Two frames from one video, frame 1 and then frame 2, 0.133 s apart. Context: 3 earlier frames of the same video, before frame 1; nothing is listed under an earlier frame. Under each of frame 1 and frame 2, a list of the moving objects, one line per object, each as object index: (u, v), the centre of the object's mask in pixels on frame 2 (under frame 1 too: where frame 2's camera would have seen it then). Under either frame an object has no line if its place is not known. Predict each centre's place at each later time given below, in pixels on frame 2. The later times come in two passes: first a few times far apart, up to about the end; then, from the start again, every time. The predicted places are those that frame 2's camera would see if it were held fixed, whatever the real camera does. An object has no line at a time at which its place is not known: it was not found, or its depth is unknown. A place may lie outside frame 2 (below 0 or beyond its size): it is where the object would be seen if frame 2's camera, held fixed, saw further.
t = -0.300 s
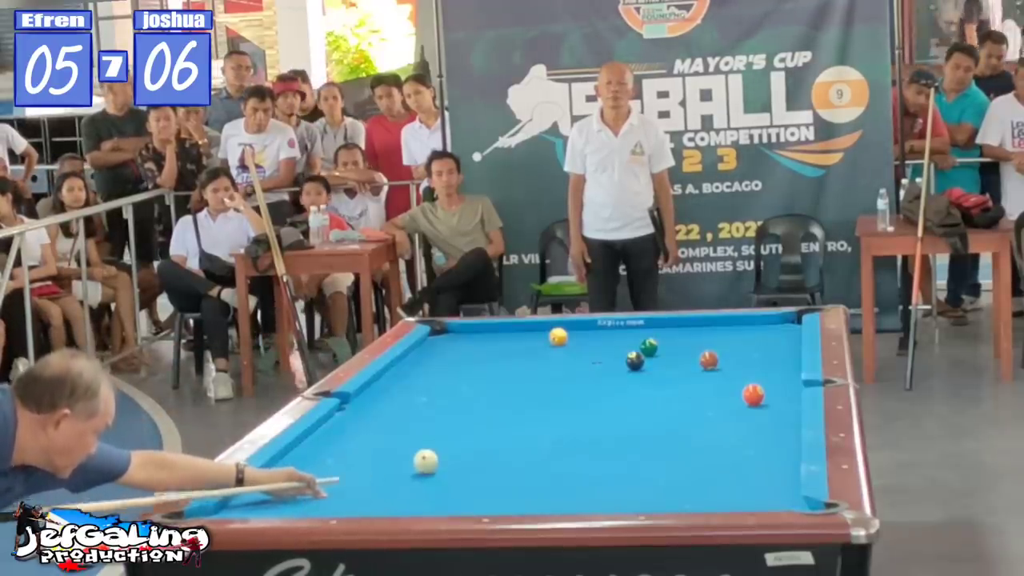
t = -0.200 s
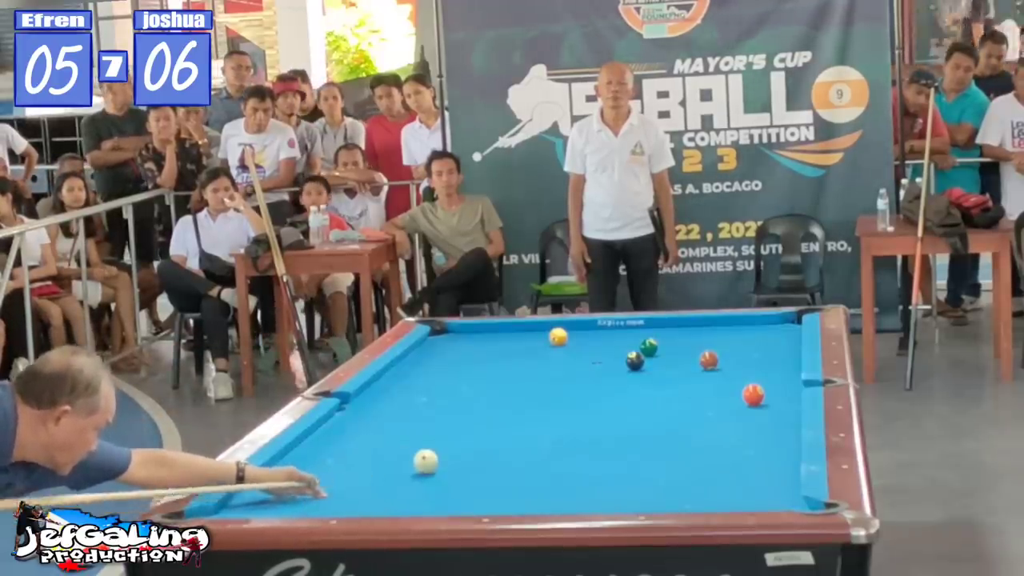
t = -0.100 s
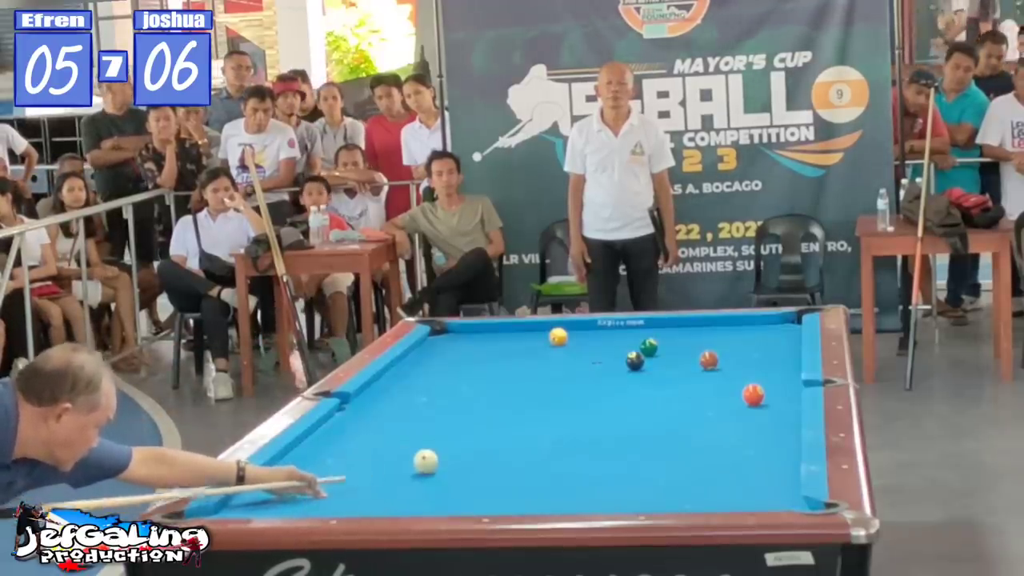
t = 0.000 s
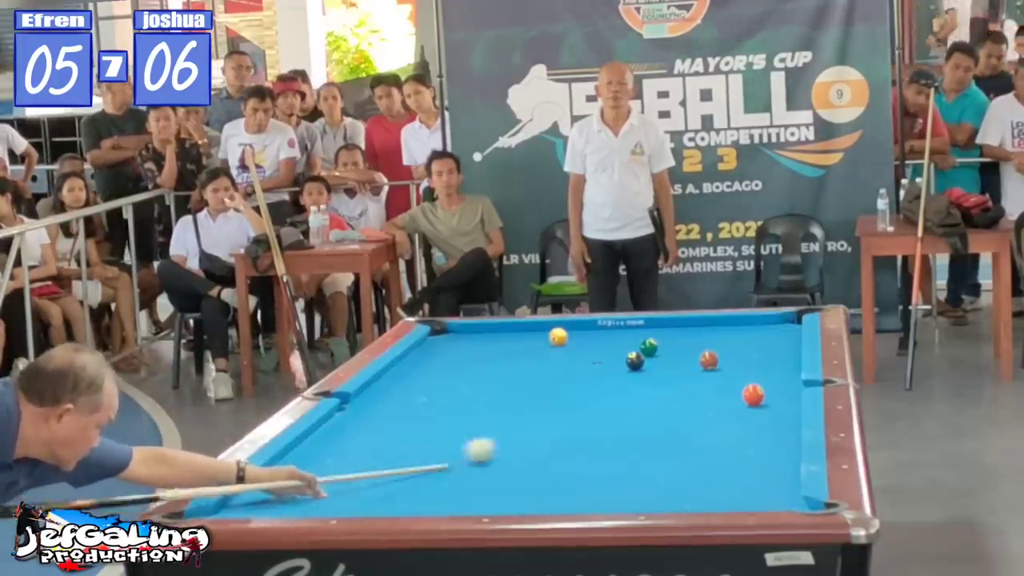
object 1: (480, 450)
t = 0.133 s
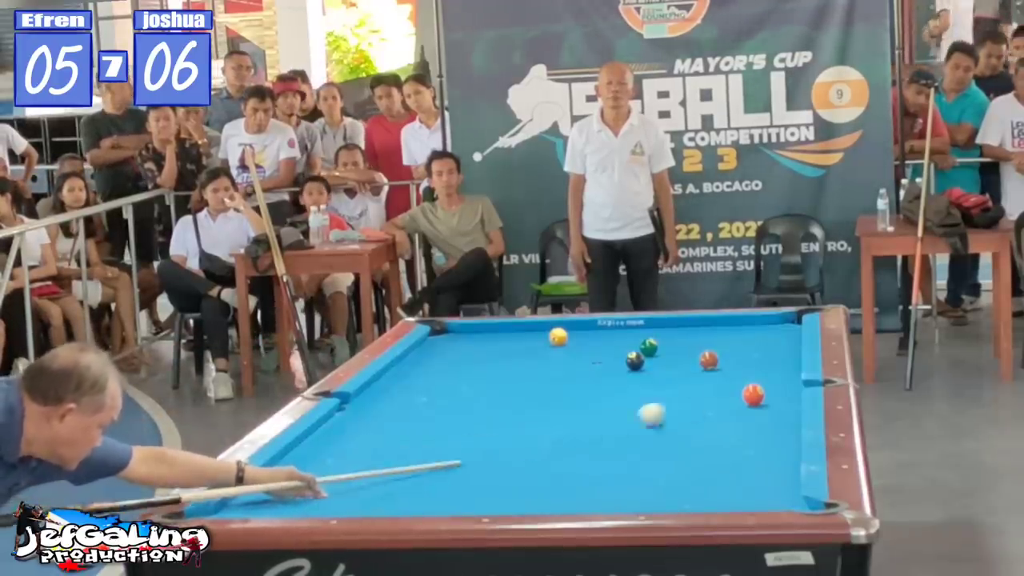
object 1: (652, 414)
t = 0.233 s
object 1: (731, 396)
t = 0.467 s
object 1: (696, 388)
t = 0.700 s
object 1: (659, 384)
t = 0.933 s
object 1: (624, 380)
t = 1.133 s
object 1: (596, 377)
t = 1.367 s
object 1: (565, 373)
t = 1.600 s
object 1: (537, 370)
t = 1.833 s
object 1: (511, 367)
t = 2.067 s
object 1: (486, 364)
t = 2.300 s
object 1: (462, 361)
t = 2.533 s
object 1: (440, 359)
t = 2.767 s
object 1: (420, 356)
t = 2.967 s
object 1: (411, 355)
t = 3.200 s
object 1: (423, 353)
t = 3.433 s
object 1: (434, 351)
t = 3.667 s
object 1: (443, 350)
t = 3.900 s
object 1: (451, 349)
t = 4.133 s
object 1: (457, 348)
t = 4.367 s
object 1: (463, 347)
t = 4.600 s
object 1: (467, 346)
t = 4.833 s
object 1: (470, 346)
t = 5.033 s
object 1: (472, 346)
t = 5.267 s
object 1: (474, 345)
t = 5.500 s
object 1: (473, 345)
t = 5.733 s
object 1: (473, 345)
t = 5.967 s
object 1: (473, 345)
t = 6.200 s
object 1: (473, 345)
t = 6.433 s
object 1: (473, 345)
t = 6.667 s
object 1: (473, 345)
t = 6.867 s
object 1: (473, 345)
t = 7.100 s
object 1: (473, 345)
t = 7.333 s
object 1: (473, 345)
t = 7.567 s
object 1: (473, 345)
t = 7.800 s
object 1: (473, 345)
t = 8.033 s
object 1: (473, 345)
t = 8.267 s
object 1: (474, 345)
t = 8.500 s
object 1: (473, 345)
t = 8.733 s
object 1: (473, 345)
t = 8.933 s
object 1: (473, 345)
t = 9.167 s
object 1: (473, 345)
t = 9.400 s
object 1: (473, 345)
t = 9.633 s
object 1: (473, 345)
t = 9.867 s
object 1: (473, 345)
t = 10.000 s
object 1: (473, 345)
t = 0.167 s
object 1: (690, 406)
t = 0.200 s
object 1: (725, 399)
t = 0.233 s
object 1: (731, 396)
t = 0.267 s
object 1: (726, 394)
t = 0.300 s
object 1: (722, 393)
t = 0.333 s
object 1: (717, 392)
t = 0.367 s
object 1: (712, 391)
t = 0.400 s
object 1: (707, 390)
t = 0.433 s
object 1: (701, 389)
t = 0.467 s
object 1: (696, 388)
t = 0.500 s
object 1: (691, 388)
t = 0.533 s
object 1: (685, 387)
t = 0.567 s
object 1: (680, 386)
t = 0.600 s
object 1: (675, 386)
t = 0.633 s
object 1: (669, 385)
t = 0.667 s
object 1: (664, 385)
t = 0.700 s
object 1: (659, 384)
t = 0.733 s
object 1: (654, 383)
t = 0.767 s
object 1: (649, 383)
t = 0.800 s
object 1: (644, 382)
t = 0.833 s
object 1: (639, 382)
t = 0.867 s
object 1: (634, 381)
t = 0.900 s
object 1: (629, 380)
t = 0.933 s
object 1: (624, 380)
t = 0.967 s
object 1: (619, 380)
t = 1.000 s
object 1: (615, 379)
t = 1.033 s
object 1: (610, 378)
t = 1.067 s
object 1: (605, 378)
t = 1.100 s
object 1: (601, 377)
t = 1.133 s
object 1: (596, 377)
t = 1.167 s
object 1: (592, 376)
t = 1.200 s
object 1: (587, 376)
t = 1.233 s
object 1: (583, 376)
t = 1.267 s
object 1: (578, 375)
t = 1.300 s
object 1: (574, 375)
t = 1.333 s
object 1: (570, 374)
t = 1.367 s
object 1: (565, 373)
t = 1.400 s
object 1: (561, 373)
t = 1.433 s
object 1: (557, 373)
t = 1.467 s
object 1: (553, 372)
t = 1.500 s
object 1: (549, 372)
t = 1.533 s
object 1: (545, 371)
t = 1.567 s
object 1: (541, 371)
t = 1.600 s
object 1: (537, 370)
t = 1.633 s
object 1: (533, 370)
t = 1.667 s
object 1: (529, 369)
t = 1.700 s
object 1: (525, 369)
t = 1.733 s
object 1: (522, 369)
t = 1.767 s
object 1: (518, 368)
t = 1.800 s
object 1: (514, 368)
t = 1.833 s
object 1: (511, 367)
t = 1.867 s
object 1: (507, 367)
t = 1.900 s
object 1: (503, 366)
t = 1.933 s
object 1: (499, 366)
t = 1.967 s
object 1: (496, 365)
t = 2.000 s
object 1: (492, 365)
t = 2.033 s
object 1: (489, 364)
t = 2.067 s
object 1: (486, 364)
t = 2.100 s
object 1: (482, 364)
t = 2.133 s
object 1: (478, 363)
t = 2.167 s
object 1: (475, 363)
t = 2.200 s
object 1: (472, 363)
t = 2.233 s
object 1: (469, 362)
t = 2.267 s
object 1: (465, 362)
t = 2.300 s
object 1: (462, 361)
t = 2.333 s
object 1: (459, 361)
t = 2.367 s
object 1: (456, 361)
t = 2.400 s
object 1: (453, 360)
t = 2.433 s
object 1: (450, 360)
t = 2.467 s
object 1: (446, 360)
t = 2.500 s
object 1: (443, 359)
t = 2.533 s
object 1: (440, 359)
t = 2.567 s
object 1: (437, 359)
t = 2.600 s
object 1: (434, 358)
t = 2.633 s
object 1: (431, 358)
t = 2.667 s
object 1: (429, 357)
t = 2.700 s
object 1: (426, 357)
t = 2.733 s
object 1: (423, 357)
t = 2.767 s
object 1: (420, 356)
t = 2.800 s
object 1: (417, 356)
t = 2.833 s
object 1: (414, 356)
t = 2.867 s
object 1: (412, 355)
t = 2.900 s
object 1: (409, 355)
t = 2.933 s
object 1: (409, 355)
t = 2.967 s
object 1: (411, 355)
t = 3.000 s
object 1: (413, 354)
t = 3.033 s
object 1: (415, 354)
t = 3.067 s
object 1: (416, 354)
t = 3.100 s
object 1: (418, 353)
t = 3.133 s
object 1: (420, 353)
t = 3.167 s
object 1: (421, 353)
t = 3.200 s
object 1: (423, 353)
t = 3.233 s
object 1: (424, 352)
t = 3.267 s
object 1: (426, 352)
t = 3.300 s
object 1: (428, 352)
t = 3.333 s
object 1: (429, 352)
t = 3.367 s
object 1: (431, 352)
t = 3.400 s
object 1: (432, 352)
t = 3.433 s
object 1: (434, 351)
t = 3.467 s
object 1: (435, 351)
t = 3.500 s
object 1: (436, 351)
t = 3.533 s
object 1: (438, 351)
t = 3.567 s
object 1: (439, 350)
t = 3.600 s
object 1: (440, 350)
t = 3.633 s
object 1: (442, 350)
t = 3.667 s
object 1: (443, 350)
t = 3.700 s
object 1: (444, 350)
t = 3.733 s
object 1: (445, 350)
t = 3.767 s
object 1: (446, 349)
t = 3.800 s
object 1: (447, 349)
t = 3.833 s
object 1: (449, 349)
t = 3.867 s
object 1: (450, 349)
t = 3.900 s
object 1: (451, 349)
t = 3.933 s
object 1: (452, 349)
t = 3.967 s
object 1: (453, 348)
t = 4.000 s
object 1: (454, 348)
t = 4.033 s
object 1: (455, 348)
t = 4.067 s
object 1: (456, 348)
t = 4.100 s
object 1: (456, 348)
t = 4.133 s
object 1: (457, 348)
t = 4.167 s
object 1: (458, 348)
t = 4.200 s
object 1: (459, 348)
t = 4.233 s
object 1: (460, 348)
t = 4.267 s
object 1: (461, 347)
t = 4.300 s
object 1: (461, 347)
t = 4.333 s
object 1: (462, 347)
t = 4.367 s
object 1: (463, 347)
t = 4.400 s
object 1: (463, 347)
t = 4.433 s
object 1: (464, 347)
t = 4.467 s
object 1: (465, 347)
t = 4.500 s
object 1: (465, 347)
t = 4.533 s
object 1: (466, 346)
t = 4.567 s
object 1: (467, 347)
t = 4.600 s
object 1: (467, 346)
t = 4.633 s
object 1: (468, 346)
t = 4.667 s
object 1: (468, 346)
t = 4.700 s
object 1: (469, 346)
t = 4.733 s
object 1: (469, 346)
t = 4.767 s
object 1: (470, 346)
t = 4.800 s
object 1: (470, 346)
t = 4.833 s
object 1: (470, 346)
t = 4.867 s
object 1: (471, 346)
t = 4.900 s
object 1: (471, 346)
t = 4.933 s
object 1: (471, 346)
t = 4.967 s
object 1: (472, 346)
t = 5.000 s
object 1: (472, 346)
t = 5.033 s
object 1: (472, 346)
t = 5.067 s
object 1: (473, 346)
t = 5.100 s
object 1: (473, 345)
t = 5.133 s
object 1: (473, 345)
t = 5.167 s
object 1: (473, 345)
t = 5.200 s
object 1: (473, 345)
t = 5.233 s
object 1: (474, 345)
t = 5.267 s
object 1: (474, 345)
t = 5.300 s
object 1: (474, 345)
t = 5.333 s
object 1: (474, 345)
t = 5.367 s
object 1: (473, 345)
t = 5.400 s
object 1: (474, 345)
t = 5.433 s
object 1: (474, 345)
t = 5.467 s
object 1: (473, 345)
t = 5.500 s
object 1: (473, 345)
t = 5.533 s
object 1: (474, 345)
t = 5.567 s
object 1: (473, 345)
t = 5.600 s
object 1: (473, 345)
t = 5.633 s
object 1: (473, 345)
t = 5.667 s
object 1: (473, 345)
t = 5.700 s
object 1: (473, 345)
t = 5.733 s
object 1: (473, 345)
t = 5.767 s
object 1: (473, 345)
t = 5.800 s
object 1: (473, 345)
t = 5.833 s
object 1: (473, 345)
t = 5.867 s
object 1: (473, 345)
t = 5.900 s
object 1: (473, 345)
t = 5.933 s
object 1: (473, 345)
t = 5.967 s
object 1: (473, 345)
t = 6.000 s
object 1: (473, 345)
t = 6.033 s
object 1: (473, 345)
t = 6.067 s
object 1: (473, 345)
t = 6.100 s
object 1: (473, 345)
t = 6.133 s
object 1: (473, 345)
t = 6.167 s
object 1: (473, 345)
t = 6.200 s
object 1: (473, 345)
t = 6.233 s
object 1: (473, 345)
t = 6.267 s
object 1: (473, 345)
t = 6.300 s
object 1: (473, 345)
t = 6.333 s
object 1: (473, 345)
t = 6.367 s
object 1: (473, 345)
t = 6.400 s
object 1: (473, 345)
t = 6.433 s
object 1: (473, 345)
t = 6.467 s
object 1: (473, 345)
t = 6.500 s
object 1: (473, 345)
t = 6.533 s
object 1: (473, 345)
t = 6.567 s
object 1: (473, 345)
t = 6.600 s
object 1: (473, 345)
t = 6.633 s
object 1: (473, 345)
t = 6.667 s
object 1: (473, 345)
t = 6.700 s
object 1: (473, 345)
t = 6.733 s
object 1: (473, 345)
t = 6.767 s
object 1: (473, 345)
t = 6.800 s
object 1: (473, 345)
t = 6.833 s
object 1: (473, 345)
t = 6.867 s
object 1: (473, 345)
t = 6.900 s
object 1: (473, 345)
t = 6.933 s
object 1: (473, 345)
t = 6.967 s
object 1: (473, 345)
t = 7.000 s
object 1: (473, 345)
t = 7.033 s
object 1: (473, 345)
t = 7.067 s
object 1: (473, 345)
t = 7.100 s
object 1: (473, 345)
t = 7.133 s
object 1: (473, 345)
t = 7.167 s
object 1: (473, 345)
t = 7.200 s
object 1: (473, 345)
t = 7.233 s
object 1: (473, 345)
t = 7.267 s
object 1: (473, 345)
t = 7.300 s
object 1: (473, 345)
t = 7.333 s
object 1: (473, 345)
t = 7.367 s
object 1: (473, 345)
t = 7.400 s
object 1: (473, 345)
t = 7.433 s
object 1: (473, 345)
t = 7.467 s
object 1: (473, 345)
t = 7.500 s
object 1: (473, 345)
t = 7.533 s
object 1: (473, 345)
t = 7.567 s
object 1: (473, 345)
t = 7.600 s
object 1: (473, 345)
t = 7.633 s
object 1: (473, 345)
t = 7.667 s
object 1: (473, 345)
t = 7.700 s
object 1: (473, 345)
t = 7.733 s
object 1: (473, 345)
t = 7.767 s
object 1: (473, 345)
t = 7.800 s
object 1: (473, 345)
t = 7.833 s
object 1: (473, 345)
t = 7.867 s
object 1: (473, 345)
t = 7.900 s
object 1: (473, 345)
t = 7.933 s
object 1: (473, 345)
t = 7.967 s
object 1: (473, 345)
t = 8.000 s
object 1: (473, 345)
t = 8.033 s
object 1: (473, 345)
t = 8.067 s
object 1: (473, 345)
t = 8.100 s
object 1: (473, 345)
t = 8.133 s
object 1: (473, 345)
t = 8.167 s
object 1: (474, 345)
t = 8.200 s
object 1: (473, 345)
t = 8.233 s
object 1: (473, 345)
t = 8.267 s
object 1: (474, 345)
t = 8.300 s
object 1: (474, 345)
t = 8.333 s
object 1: (474, 345)
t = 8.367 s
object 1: (474, 345)
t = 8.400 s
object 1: (473, 345)
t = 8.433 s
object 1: (473, 345)
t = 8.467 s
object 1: (473, 345)
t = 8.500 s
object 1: (473, 345)
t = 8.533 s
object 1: (473, 345)
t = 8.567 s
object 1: (473, 345)
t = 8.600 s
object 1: (473, 345)
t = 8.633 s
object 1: (473, 345)
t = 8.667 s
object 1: (473, 345)
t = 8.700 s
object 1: (473, 345)
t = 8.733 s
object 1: (473, 345)
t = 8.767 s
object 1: (473, 345)
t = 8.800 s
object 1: (473, 345)
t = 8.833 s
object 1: (473, 345)
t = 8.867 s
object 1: (473, 345)
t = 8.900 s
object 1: (473, 345)
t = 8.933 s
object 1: (473, 345)
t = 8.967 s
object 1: (473, 345)
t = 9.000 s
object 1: (473, 345)
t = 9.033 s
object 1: (473, 345)
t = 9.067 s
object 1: (473, 345)
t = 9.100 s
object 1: (473, 345)
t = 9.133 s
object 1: (473, 345)
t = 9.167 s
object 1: (473, 345)
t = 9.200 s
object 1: (473, 345)
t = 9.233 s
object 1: (473, 345)
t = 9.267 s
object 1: (473, 345)
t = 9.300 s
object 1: (473, 345)
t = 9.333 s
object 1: (473, 345)
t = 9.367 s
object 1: (473, 345)
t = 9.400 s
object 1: (473, 345)
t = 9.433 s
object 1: (473, 345)
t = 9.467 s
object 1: (473, 345)
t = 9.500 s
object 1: (473, 345)
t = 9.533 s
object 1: (473, 345)
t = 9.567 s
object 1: (473, 345)
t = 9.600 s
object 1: (473, 345)
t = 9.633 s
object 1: (473, 345)
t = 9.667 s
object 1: (473, 345)
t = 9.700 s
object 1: (473, 345)
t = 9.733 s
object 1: (473, 345)
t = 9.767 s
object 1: (473, 345)
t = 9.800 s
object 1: (473, 345)
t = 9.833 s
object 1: (473, 345)
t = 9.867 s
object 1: (473, 345)
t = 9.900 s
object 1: (473, 345)
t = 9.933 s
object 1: (473, 345)
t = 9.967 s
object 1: (473, 345)
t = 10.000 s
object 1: (473, 345)
